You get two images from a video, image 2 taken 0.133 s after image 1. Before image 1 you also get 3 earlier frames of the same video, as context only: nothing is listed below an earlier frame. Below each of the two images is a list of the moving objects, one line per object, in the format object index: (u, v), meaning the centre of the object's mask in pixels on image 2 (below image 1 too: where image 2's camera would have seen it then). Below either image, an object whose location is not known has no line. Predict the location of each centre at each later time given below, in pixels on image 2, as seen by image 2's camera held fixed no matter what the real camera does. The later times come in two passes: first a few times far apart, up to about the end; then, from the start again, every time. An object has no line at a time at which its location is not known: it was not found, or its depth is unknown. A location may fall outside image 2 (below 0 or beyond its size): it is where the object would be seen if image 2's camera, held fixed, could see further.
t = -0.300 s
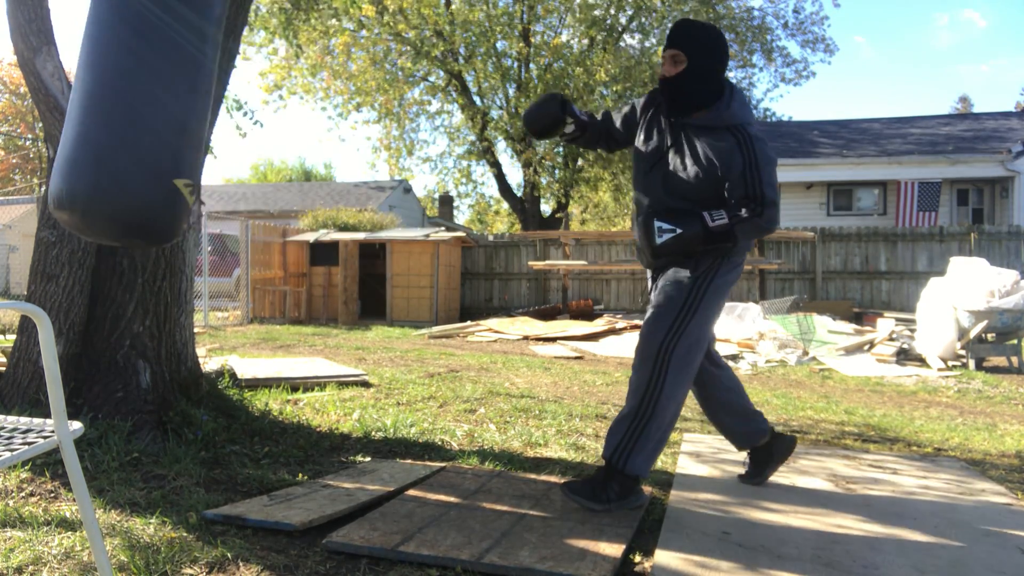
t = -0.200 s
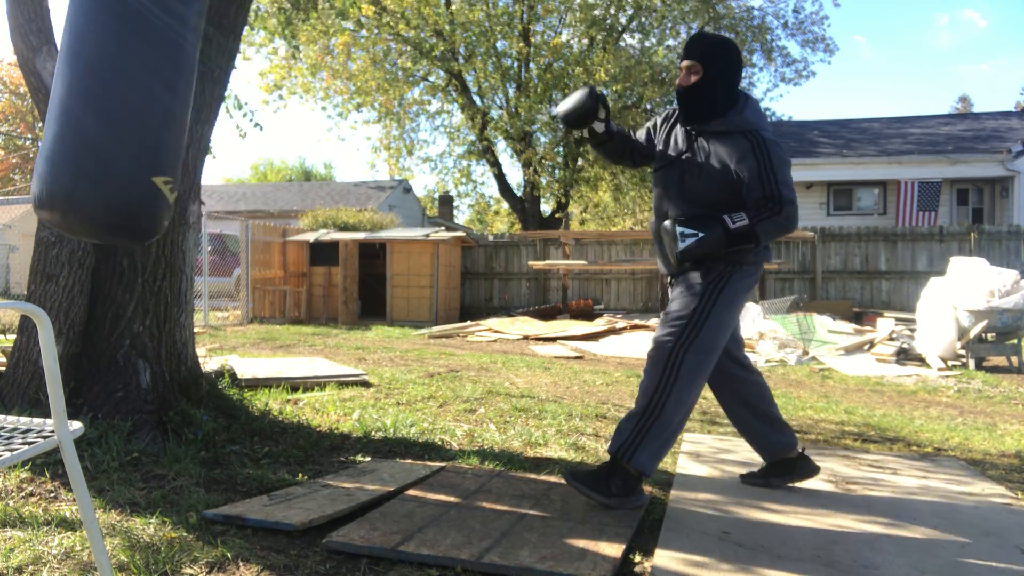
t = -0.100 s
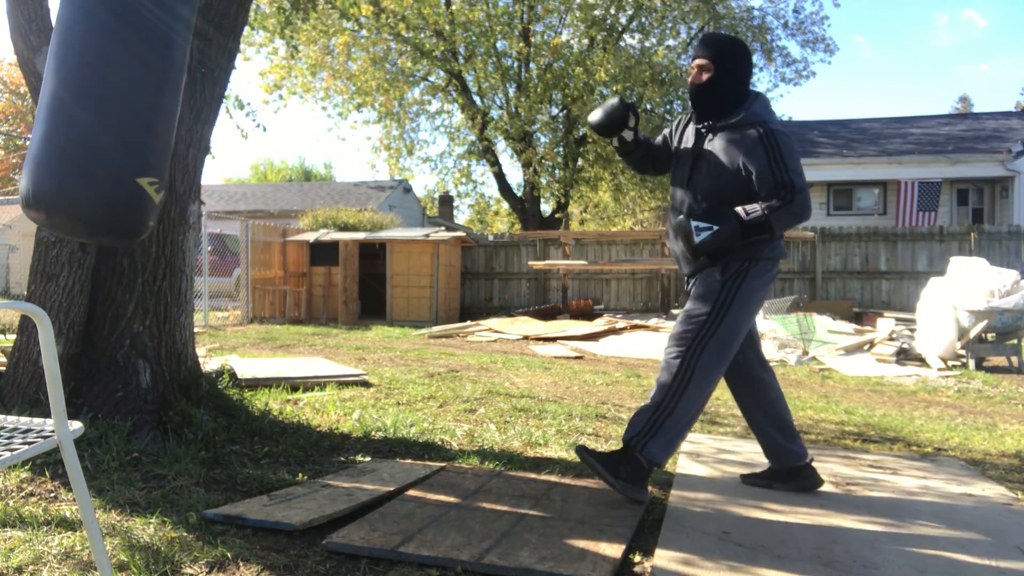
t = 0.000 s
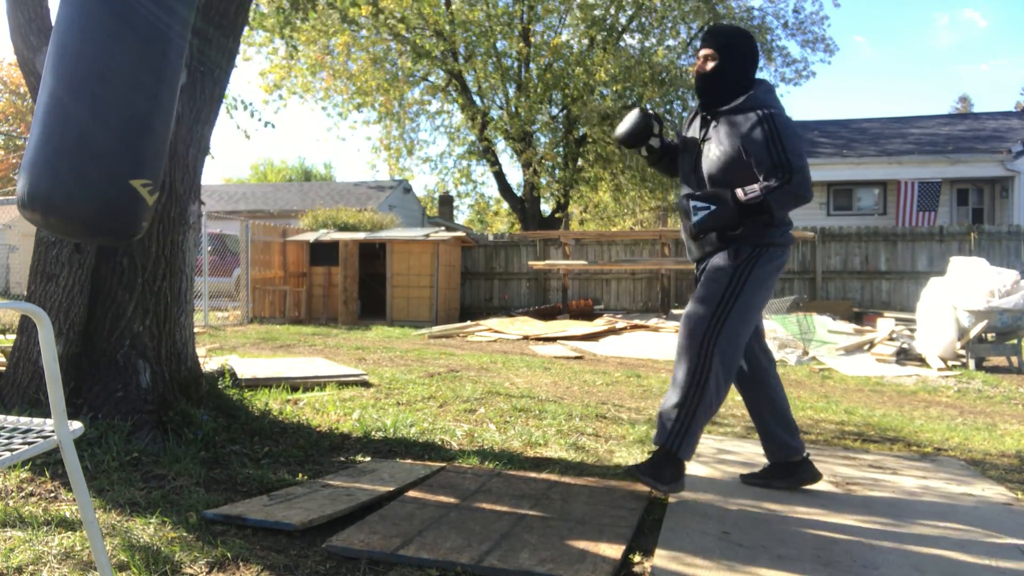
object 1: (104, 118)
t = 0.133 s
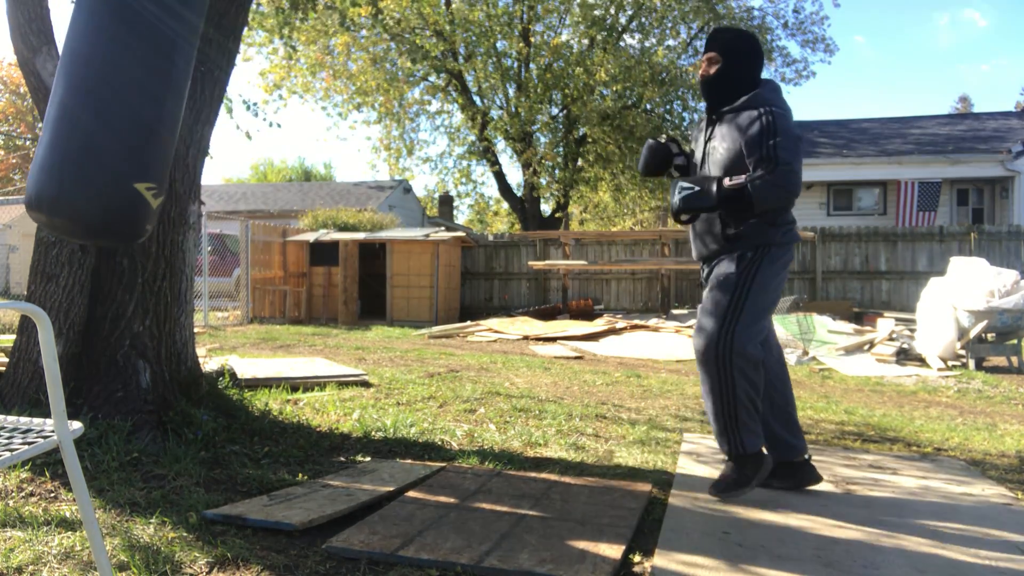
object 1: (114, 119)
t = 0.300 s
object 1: (147, 123)
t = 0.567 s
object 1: (229, 129)
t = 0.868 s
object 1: (336, 134)
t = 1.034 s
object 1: (395, 134)
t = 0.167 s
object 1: (118, 119)
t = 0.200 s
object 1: (124, 120)
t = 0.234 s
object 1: (131, 121)
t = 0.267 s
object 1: (138, 121)
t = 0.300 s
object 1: (147, 123)
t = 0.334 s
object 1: (156, 122)
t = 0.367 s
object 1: (164, 124)
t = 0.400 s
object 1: (173, 126)
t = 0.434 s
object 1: (183, 127)
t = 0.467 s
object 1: (194, 127)
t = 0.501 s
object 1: (205, 128)
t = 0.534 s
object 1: (217, 129)
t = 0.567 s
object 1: (229, 129)
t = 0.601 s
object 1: (240, 131)
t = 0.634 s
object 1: (252, 132)
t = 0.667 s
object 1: (264, 132)
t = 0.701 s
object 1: (276, 133)
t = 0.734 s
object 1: (288, 133)
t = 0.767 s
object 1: (300, 134)
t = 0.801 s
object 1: (312, 134)
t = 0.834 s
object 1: (324, 135)
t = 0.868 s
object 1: (336, 134)
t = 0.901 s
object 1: (348, 134)
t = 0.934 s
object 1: (360, 135)
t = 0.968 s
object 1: (372, 134)
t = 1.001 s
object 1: (384, 134)
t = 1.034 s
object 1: (395, 134)
